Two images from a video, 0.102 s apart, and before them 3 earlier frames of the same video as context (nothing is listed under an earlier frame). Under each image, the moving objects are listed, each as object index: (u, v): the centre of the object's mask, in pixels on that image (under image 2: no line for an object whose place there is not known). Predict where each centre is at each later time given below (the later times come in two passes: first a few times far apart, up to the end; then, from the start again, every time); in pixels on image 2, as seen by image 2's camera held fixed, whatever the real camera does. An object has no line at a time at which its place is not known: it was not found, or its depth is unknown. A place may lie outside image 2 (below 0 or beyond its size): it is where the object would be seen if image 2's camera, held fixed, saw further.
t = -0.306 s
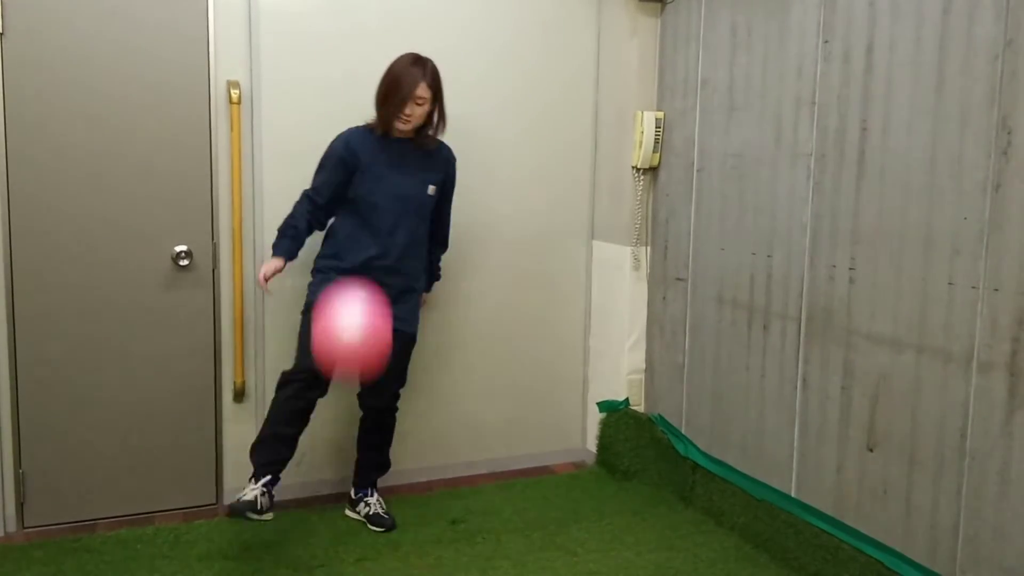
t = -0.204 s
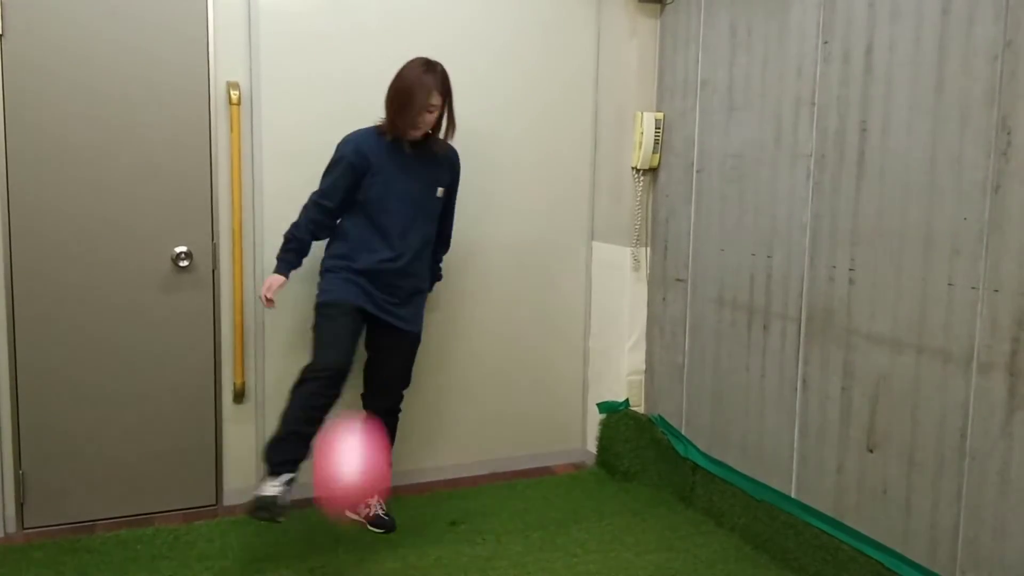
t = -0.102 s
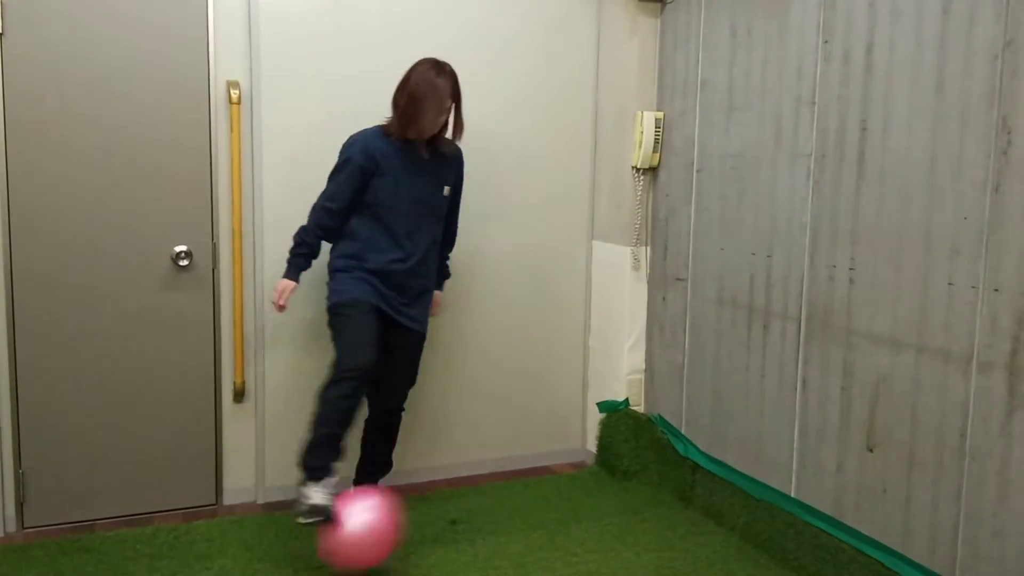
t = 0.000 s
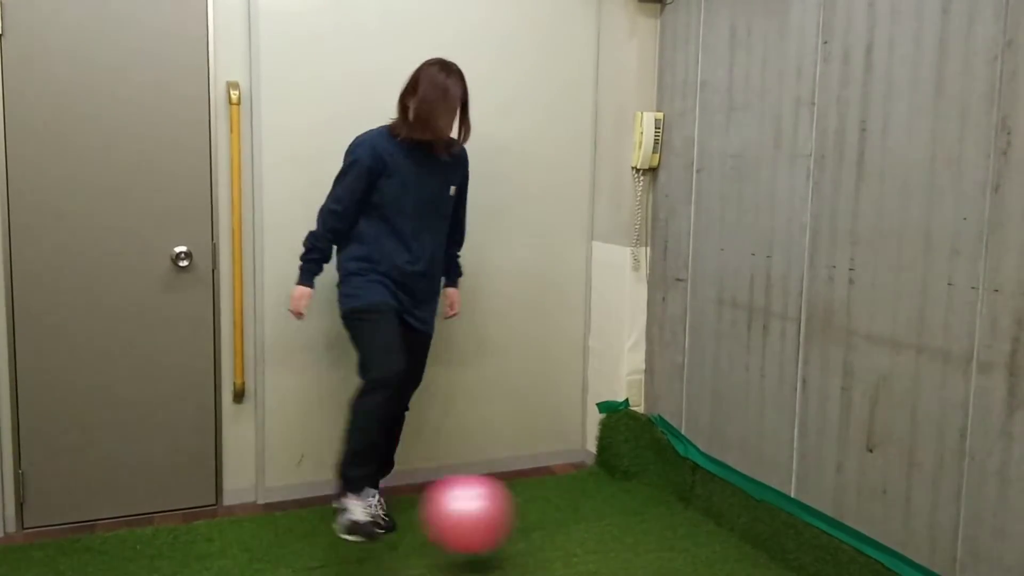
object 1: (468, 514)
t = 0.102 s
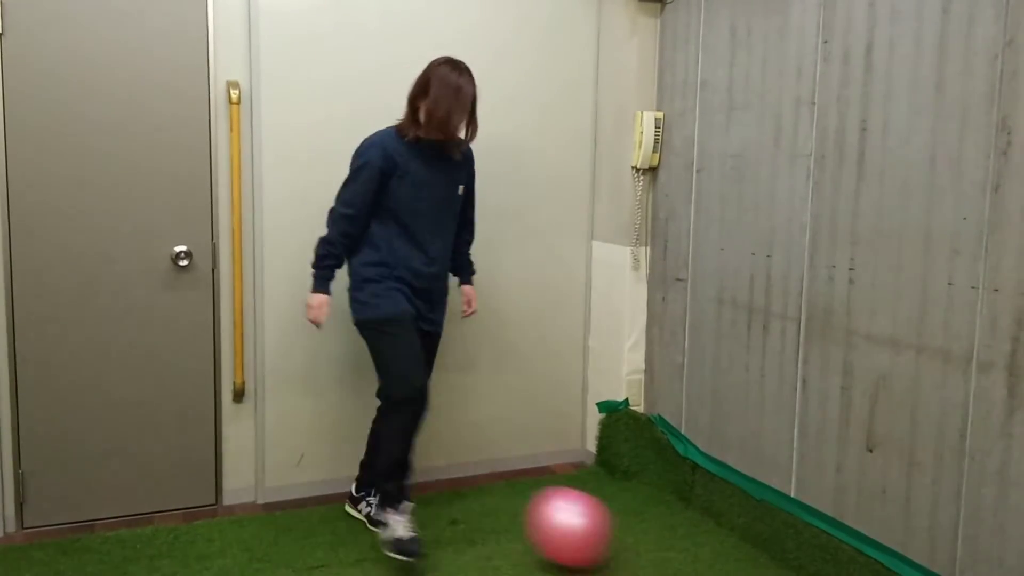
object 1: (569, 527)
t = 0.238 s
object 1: (659, 511)
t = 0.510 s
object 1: (693, 521)
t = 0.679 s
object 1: (646, 534)
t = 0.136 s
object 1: (600, 536)
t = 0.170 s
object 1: (623, 527)
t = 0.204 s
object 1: (641, 518)
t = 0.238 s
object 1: (659, 511)
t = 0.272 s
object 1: (677, 508)
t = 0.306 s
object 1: (694, 508)
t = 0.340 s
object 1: (711, 511)
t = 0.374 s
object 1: (725, 516)
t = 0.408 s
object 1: (720, 525)
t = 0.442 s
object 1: (711, 524)
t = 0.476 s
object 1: (702, 521)
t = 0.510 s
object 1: (693, 521)
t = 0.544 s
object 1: (684, 524)
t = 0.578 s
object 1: (673, 530)
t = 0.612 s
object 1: (664, 537)
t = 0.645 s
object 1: (655, 534)
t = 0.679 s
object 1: (646, 534)
